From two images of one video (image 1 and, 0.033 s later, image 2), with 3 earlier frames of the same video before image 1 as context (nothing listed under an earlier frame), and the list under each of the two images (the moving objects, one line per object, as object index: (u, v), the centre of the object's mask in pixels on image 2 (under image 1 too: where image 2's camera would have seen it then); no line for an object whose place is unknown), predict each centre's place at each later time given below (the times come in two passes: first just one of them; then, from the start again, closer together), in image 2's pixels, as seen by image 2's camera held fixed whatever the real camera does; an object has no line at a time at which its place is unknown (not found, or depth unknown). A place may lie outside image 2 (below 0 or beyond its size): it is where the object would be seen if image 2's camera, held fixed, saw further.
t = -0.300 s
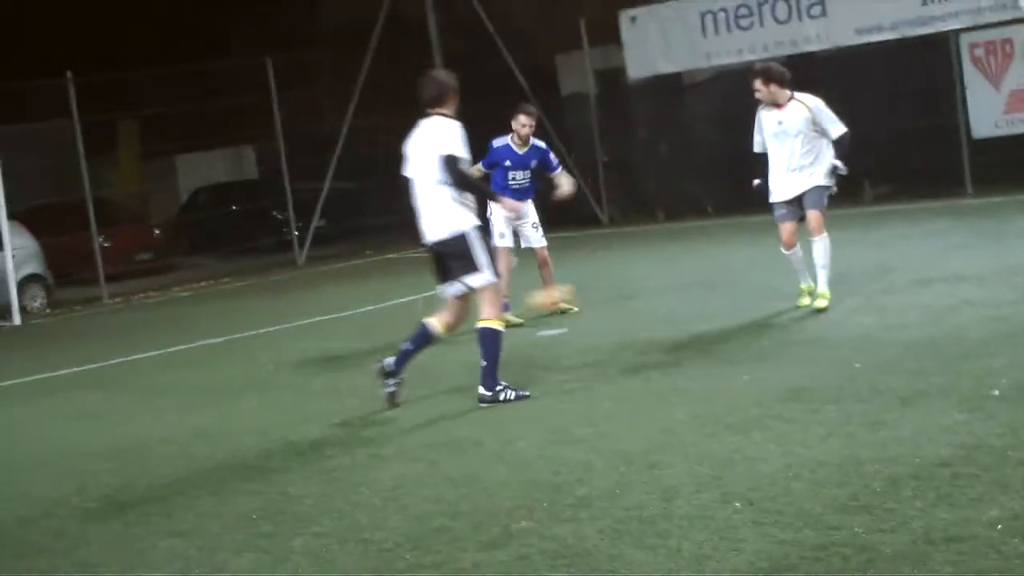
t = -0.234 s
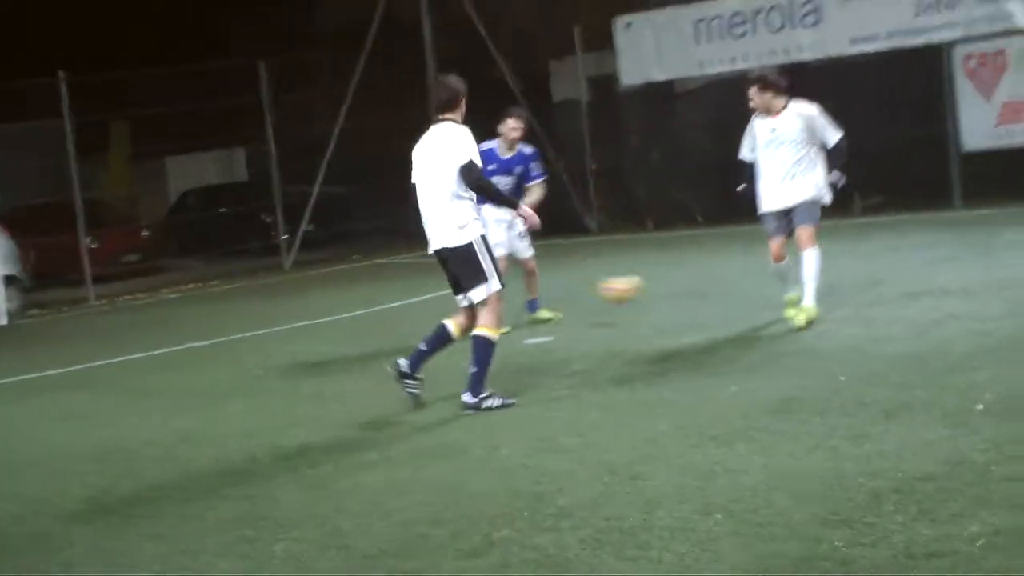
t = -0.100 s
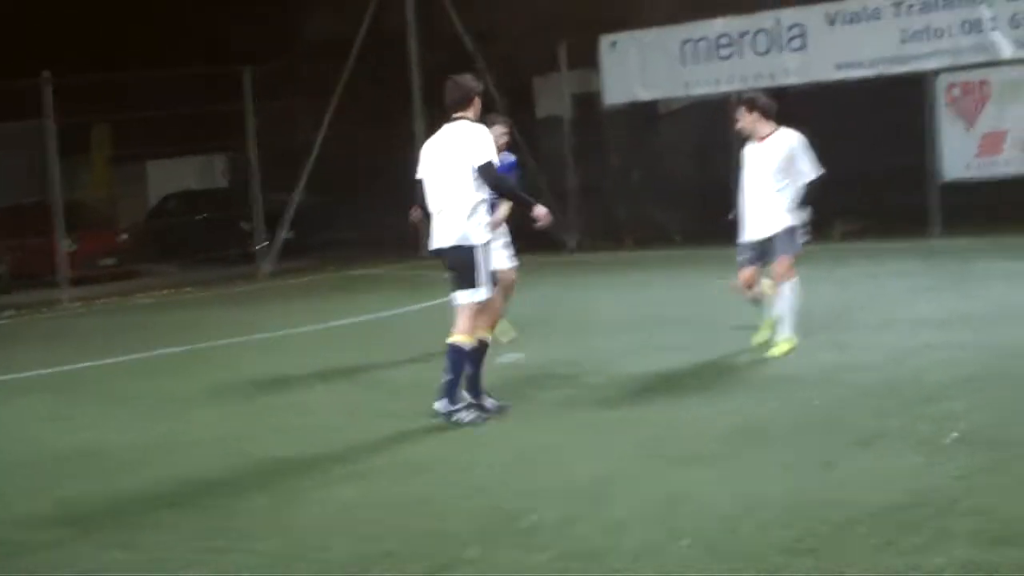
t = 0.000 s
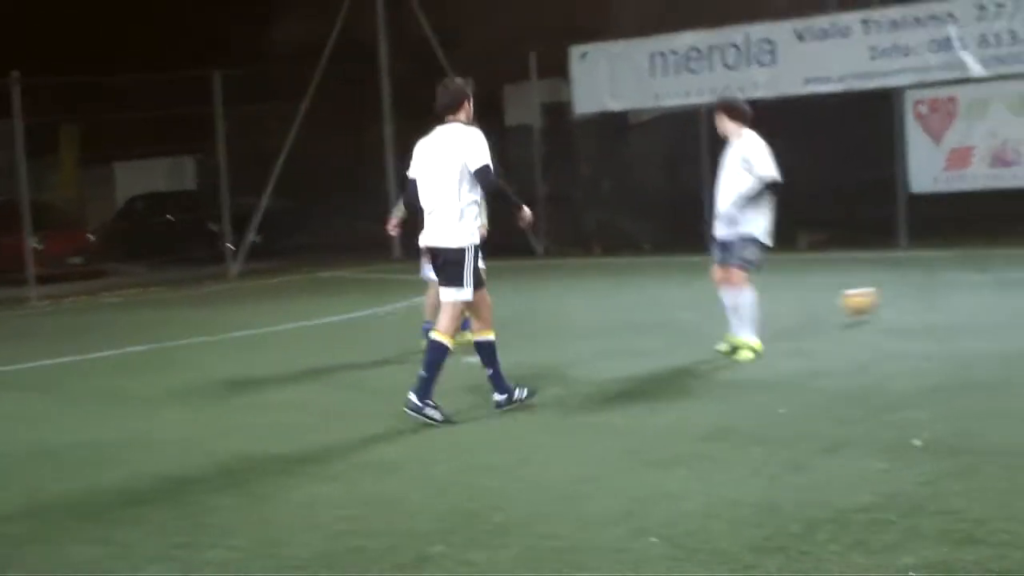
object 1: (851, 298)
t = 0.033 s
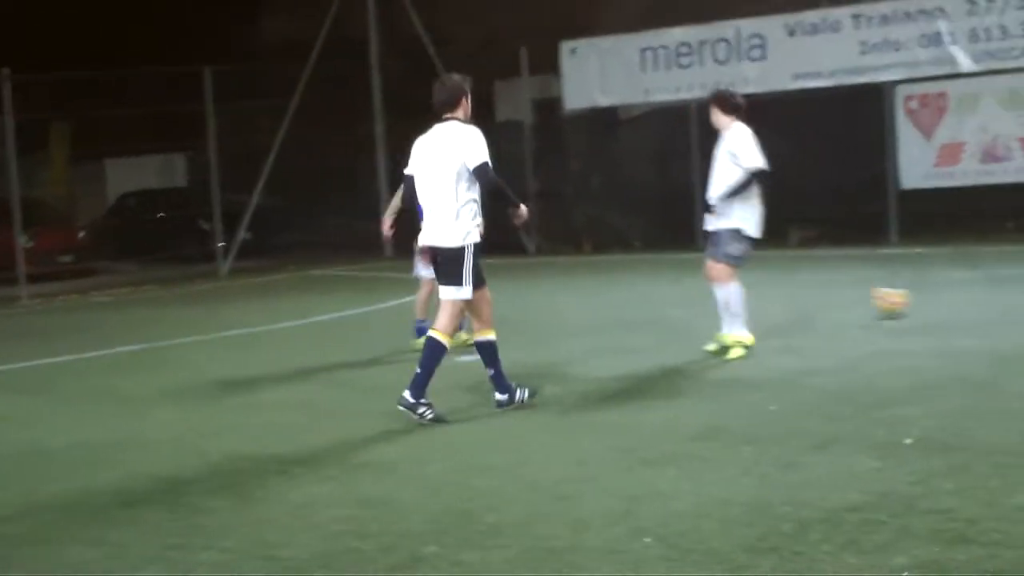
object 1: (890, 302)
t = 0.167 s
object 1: (1020, 285)
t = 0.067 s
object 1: (927, 300)
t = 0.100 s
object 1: (961, 292)
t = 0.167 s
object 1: (1020, 285)
